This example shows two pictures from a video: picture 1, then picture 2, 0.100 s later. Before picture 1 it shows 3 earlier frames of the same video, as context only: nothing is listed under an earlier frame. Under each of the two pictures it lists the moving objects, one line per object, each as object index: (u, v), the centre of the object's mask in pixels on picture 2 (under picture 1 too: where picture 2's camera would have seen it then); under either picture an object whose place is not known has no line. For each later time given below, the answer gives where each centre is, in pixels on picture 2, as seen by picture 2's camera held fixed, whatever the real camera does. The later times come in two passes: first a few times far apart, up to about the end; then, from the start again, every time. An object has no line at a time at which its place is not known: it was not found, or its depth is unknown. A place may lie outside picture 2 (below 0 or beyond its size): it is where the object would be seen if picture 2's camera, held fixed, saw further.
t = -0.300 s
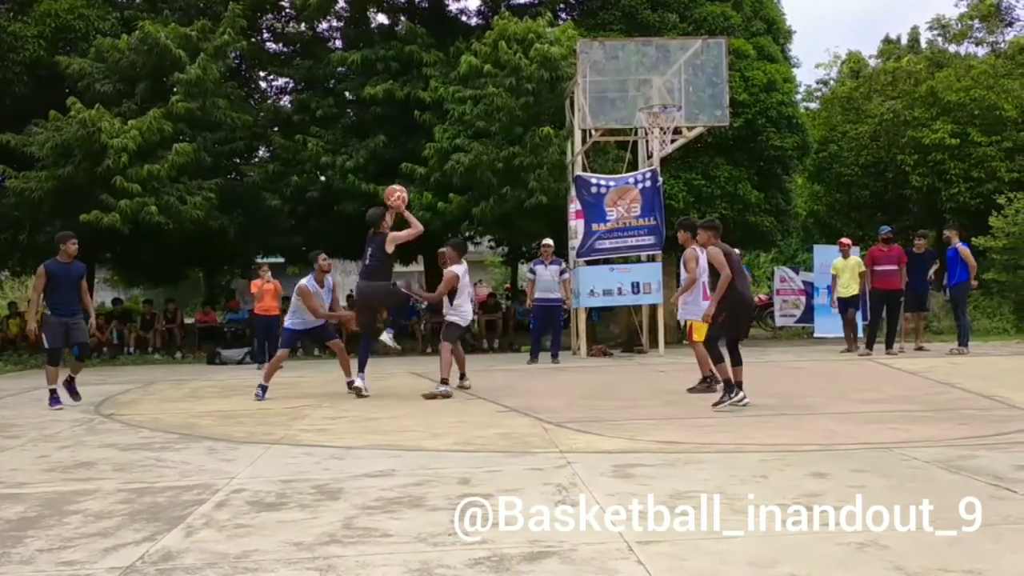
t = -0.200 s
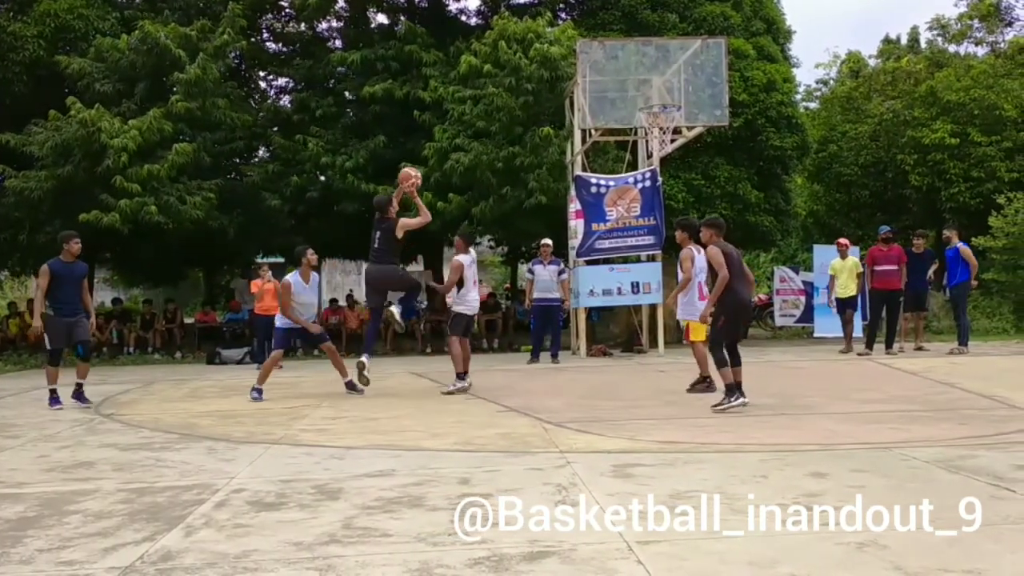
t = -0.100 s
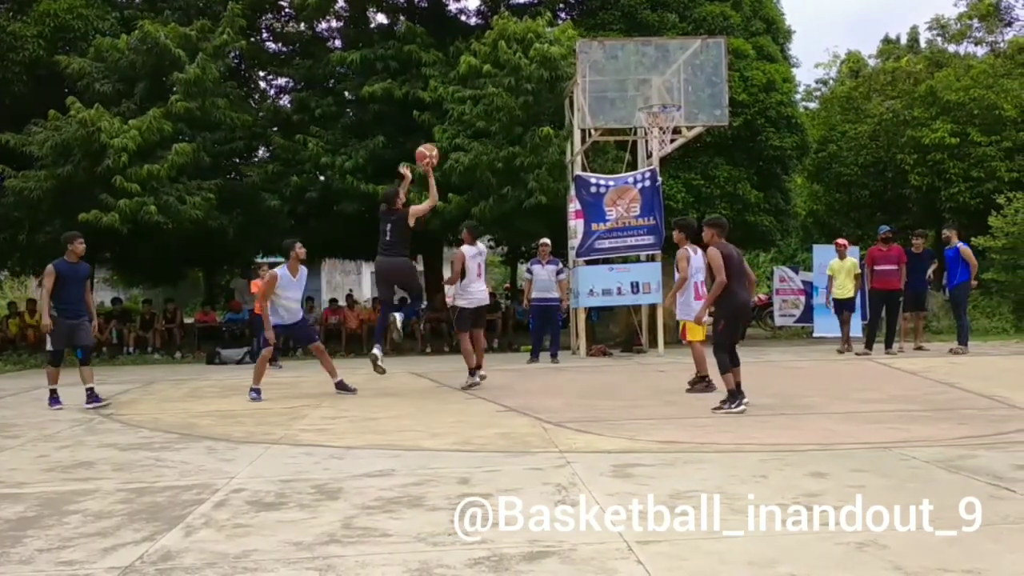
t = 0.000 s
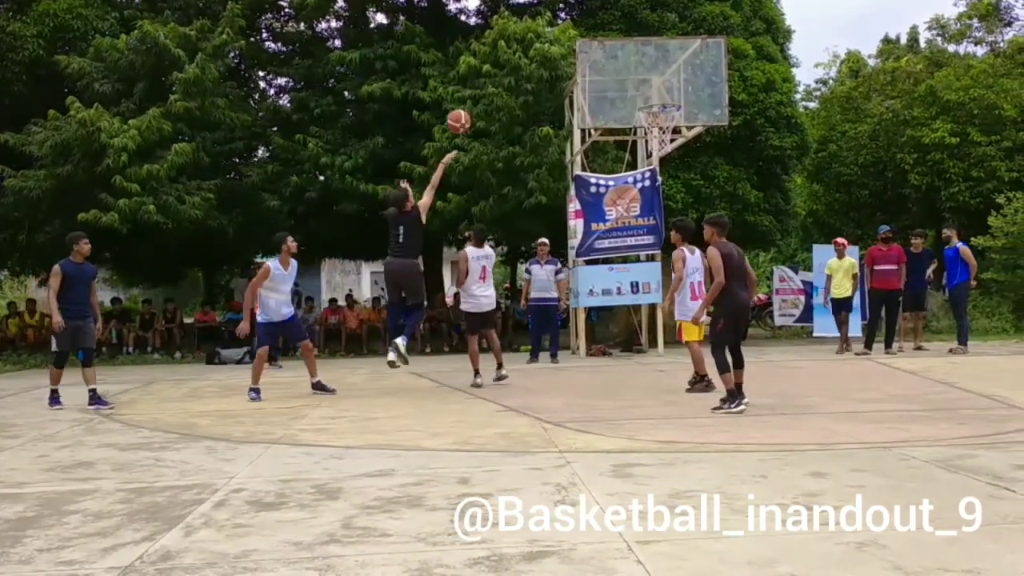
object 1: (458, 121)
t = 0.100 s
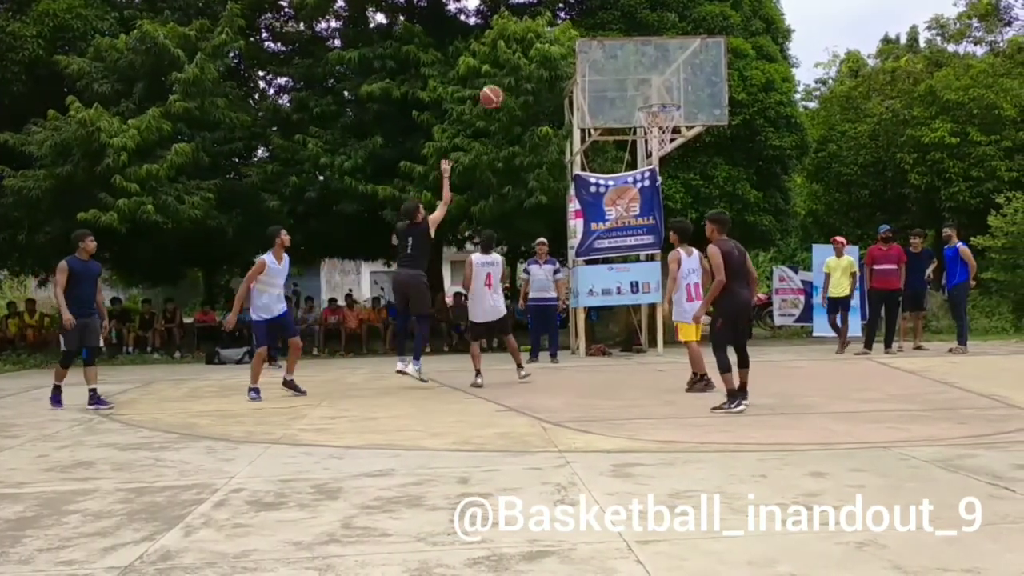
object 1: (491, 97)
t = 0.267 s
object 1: (542, 77)
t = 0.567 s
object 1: (627, 102)
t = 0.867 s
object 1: (605, 106)
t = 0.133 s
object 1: (502, 90)
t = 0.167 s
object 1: (512, 85)
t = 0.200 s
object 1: (522, 82)
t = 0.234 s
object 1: (533, 78)
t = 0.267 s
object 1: (542, 77)
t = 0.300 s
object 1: (553, 76)
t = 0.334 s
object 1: (562, 75)
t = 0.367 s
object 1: (571, 77)
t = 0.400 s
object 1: (581, 79)
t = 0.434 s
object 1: (591, 81)
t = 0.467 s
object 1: (599, 86)
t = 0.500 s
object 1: (609, 90)
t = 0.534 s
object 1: (618, 96)
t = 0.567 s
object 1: (627, 102)
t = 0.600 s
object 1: (632, 107)
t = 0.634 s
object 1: (627, 102)
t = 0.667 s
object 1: (623, 100)
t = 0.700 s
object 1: (619, 99)
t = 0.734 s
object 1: (617, 99)
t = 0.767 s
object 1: (614, 99)
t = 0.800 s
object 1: (611, 100)
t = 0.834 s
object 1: (608, 103)
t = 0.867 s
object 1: (605, 106)
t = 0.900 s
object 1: (602, 110)
